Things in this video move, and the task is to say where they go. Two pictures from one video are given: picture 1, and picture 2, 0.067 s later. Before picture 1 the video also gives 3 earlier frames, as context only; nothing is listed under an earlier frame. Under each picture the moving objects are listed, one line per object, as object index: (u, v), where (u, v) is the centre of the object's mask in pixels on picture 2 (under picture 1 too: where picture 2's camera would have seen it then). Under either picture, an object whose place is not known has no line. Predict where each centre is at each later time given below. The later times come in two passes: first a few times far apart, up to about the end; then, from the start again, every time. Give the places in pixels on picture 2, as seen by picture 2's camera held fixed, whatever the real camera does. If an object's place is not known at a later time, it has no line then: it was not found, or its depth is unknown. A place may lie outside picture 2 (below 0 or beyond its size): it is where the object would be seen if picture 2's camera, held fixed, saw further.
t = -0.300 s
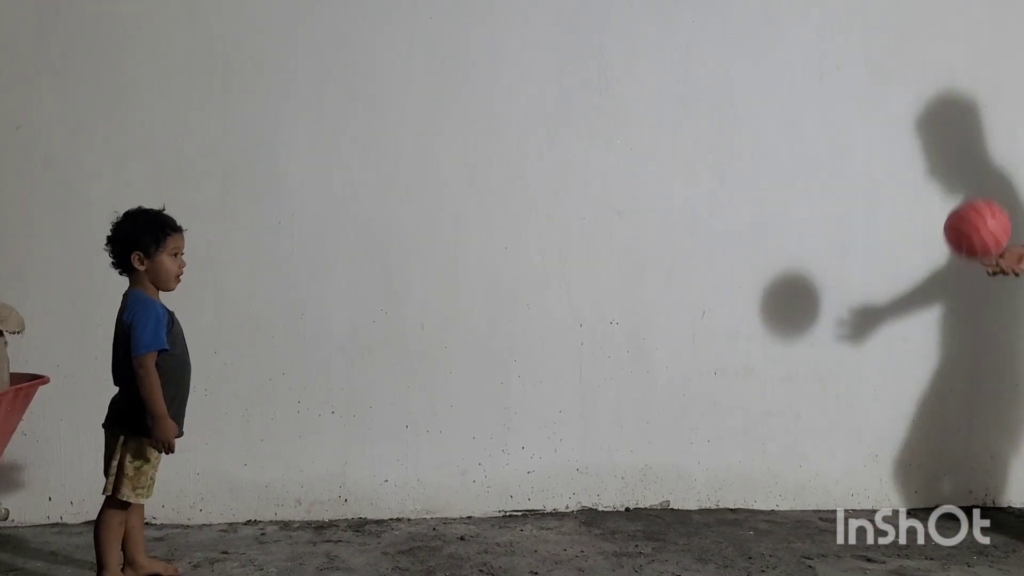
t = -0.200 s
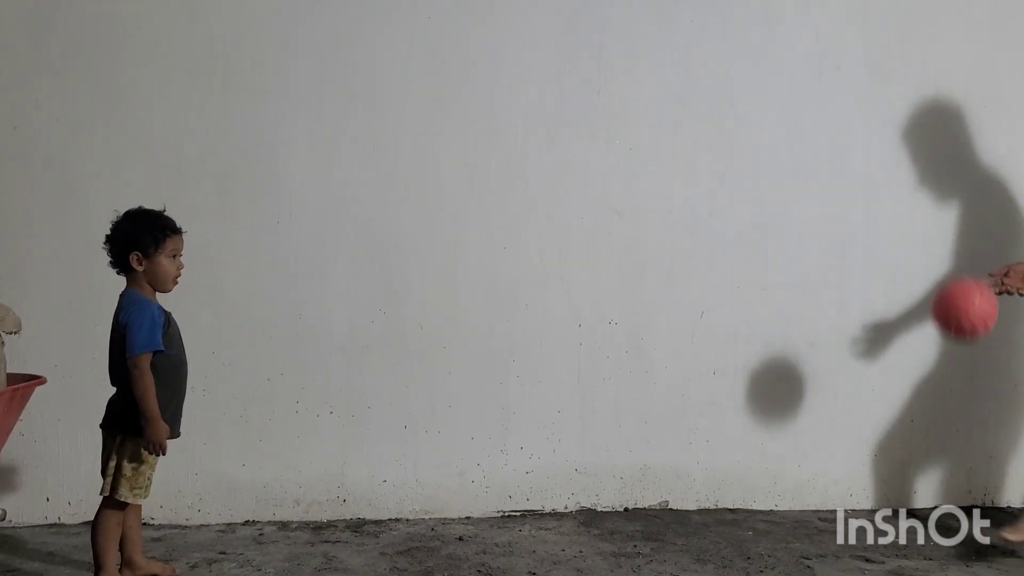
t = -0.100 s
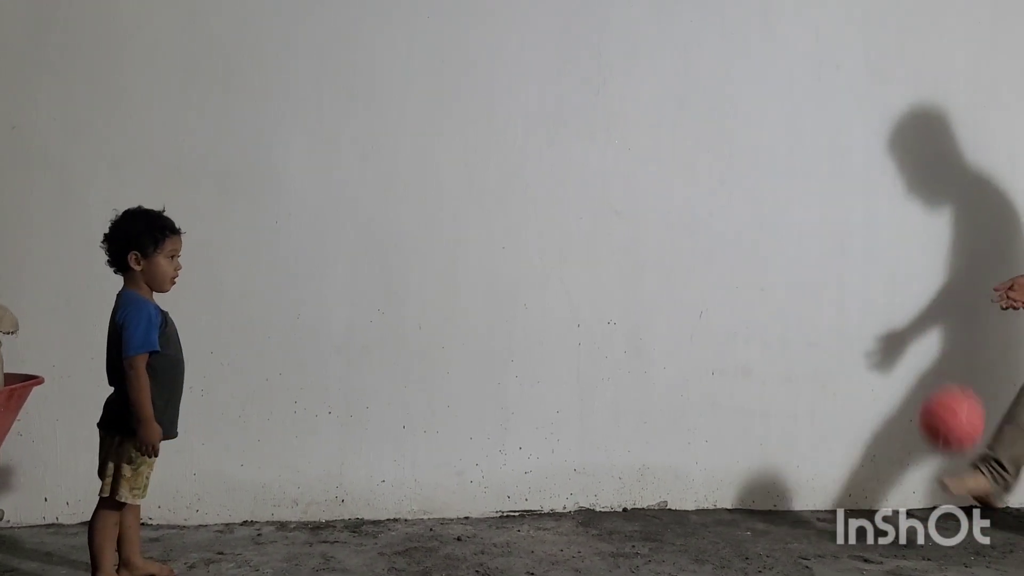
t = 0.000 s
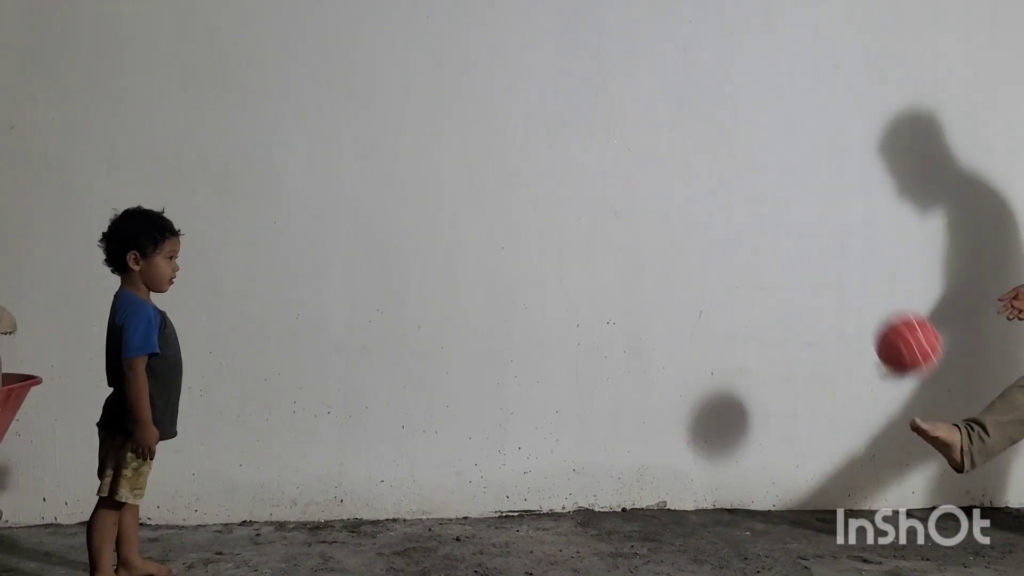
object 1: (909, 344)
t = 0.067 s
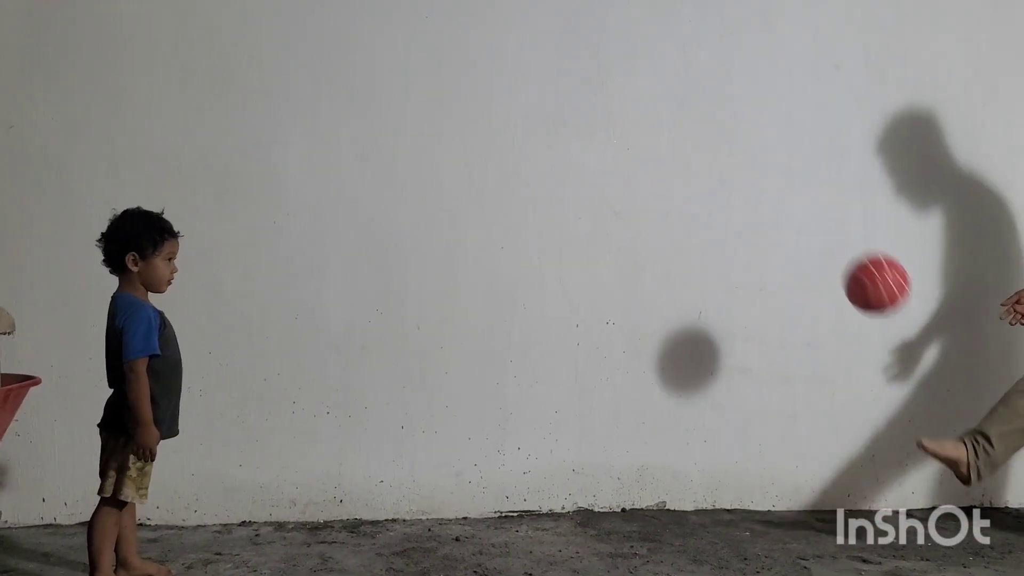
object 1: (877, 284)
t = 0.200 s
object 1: (815, 208)
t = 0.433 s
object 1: (707, 214)
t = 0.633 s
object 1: (614, 358)
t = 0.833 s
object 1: (538, 513)
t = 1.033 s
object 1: (498, 501)
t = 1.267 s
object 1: (453, 522)
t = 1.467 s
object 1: (421, 534)
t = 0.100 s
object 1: (861, 259)
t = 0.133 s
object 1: (846, 238)
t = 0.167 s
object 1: (830, 221)
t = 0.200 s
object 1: (815, 208)
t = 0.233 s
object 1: (799, 198)
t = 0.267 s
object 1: (784, 191)
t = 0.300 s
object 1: (769, 189)
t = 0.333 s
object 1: (754, 190)
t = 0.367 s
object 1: (738, 194)
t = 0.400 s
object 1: (723, 203)
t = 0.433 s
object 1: (707, 214)
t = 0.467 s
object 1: (691, 230)
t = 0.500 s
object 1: (676, 248)
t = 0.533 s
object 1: (660, 271)
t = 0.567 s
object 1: (644, 297)
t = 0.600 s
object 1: (628, 326)
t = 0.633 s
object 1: (614, 358)
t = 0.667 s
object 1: (598, 394)
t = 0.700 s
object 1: (583, 434)
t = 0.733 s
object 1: (567, 476)
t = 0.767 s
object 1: (553, 525)
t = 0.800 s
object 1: (544, 528)
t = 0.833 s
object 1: (538, 513)
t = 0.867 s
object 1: (531, 502)
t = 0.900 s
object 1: (525, 494)
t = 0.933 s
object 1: (518, 491)
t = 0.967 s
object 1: (511, 491)
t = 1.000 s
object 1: (505, 494)
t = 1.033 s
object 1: (498, 501)
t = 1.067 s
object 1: (491, 512)
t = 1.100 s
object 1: (483, 527)
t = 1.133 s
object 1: (477, 530)
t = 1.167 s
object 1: (471, 522)
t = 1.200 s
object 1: (465, 519)
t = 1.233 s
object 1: (459, 518)
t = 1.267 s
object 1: (453, 522)
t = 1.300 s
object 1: (447, 529)
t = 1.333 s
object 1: (441, 534)
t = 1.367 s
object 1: (436, 532)
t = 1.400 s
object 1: (431, 533)
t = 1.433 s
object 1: (426, 535)
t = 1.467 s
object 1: (421, 534)
